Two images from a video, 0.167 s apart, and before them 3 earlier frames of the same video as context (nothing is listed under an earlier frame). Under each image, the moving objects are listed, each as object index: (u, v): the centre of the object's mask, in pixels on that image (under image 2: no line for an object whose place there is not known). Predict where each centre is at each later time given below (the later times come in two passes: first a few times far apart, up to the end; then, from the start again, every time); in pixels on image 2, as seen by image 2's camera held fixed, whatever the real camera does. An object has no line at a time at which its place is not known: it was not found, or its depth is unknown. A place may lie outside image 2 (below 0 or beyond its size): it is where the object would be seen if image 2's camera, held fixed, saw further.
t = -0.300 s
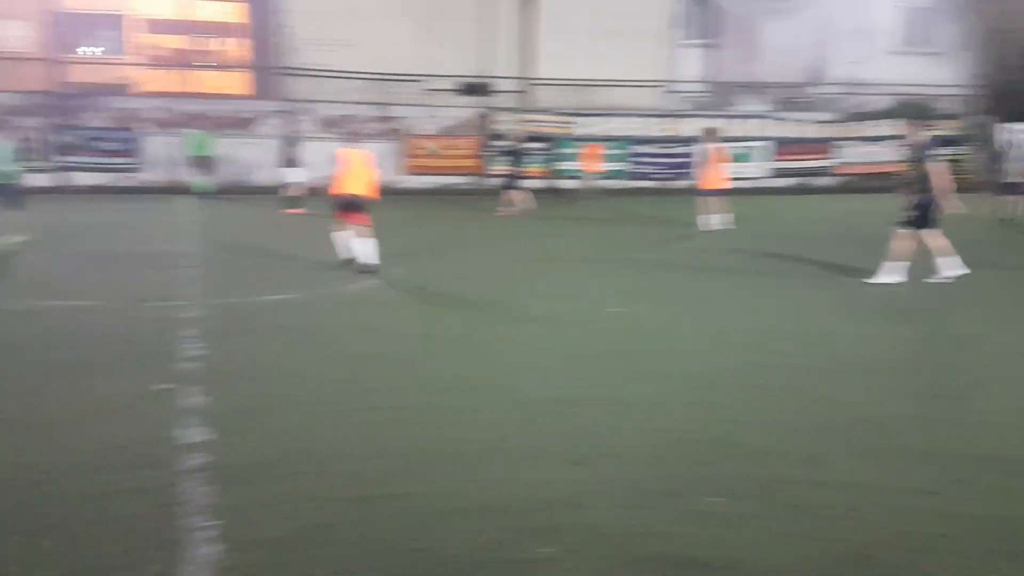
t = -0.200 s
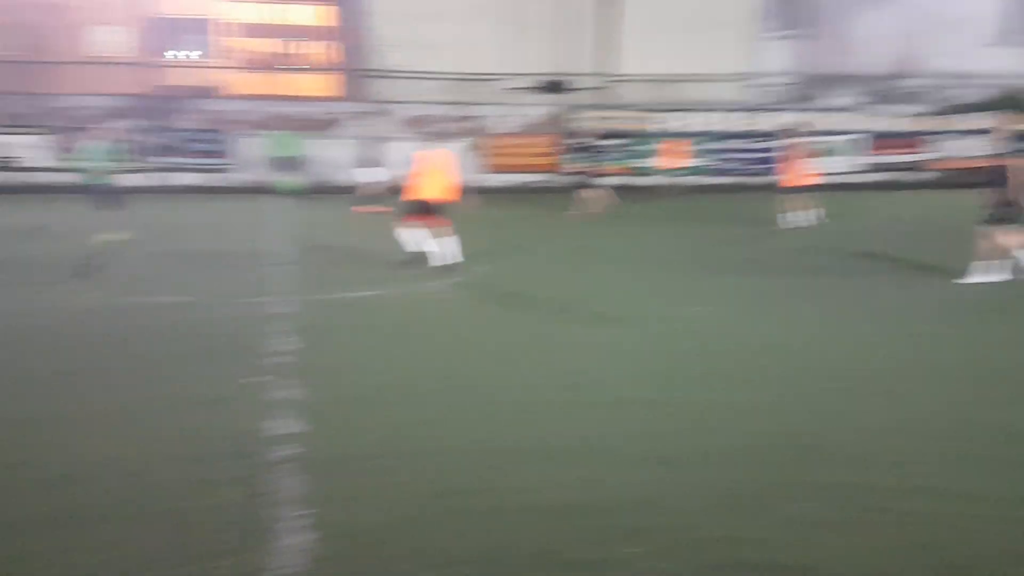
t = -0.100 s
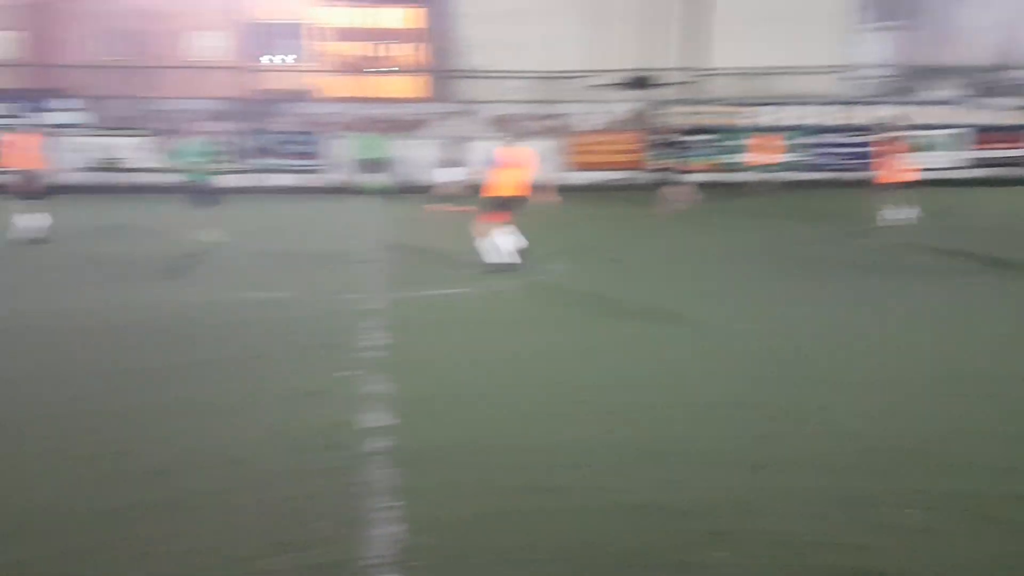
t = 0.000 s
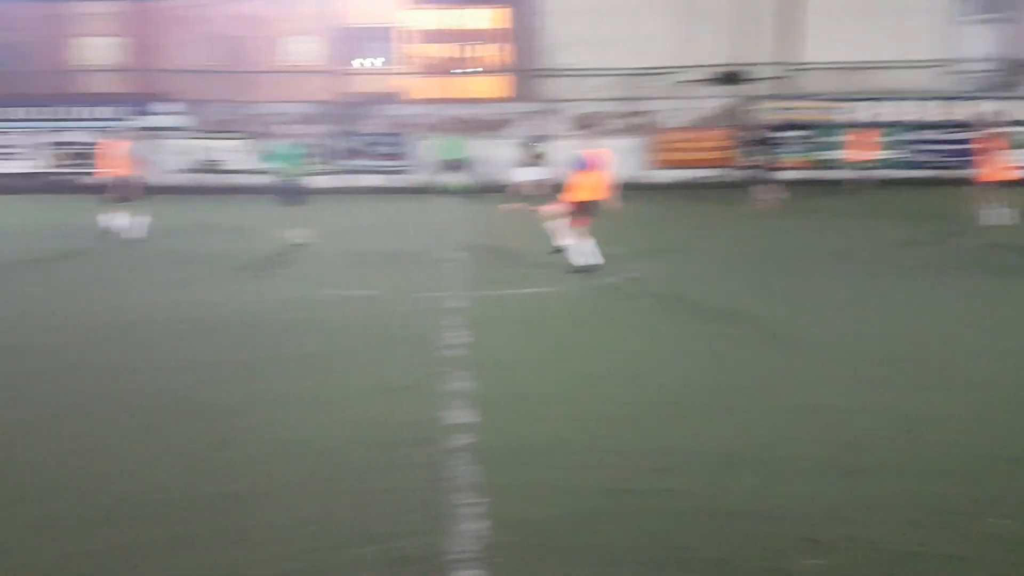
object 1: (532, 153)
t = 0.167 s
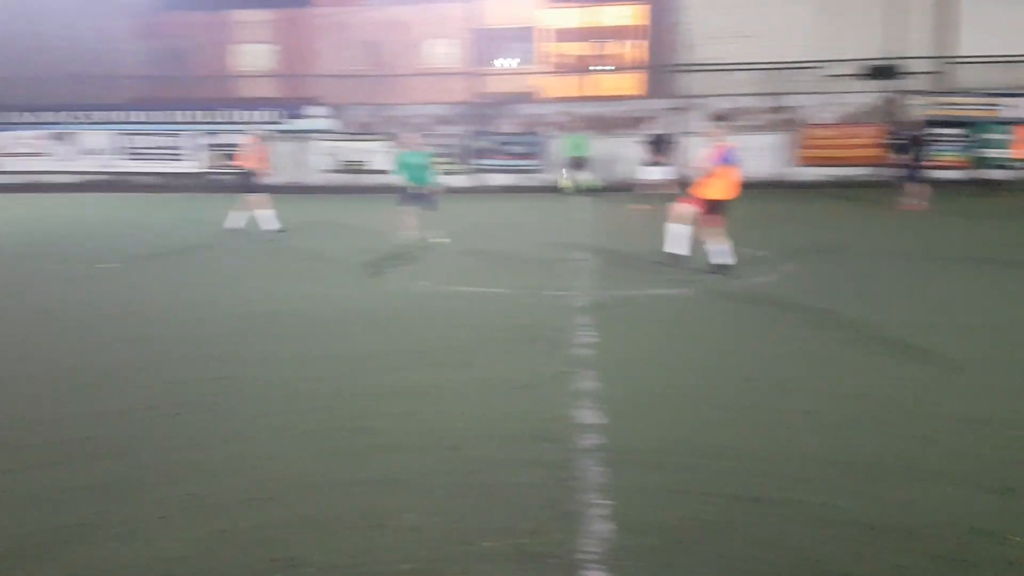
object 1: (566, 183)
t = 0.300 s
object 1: (456, 231)
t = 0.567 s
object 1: (193, 290)
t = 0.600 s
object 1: (157, 286)
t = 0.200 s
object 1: (541, 191)
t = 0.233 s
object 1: (512, 204)
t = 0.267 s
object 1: (485, 215)
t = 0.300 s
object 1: (456, 231)
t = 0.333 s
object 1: (421, 247)
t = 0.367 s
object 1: (387, 269)
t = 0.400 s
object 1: (349, 290)
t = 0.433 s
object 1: (312, 312)
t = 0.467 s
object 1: (283, 309)
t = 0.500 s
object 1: (255, 302)
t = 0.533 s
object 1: (225, 295)
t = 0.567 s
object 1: (193, 290)
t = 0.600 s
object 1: (157, 286)
